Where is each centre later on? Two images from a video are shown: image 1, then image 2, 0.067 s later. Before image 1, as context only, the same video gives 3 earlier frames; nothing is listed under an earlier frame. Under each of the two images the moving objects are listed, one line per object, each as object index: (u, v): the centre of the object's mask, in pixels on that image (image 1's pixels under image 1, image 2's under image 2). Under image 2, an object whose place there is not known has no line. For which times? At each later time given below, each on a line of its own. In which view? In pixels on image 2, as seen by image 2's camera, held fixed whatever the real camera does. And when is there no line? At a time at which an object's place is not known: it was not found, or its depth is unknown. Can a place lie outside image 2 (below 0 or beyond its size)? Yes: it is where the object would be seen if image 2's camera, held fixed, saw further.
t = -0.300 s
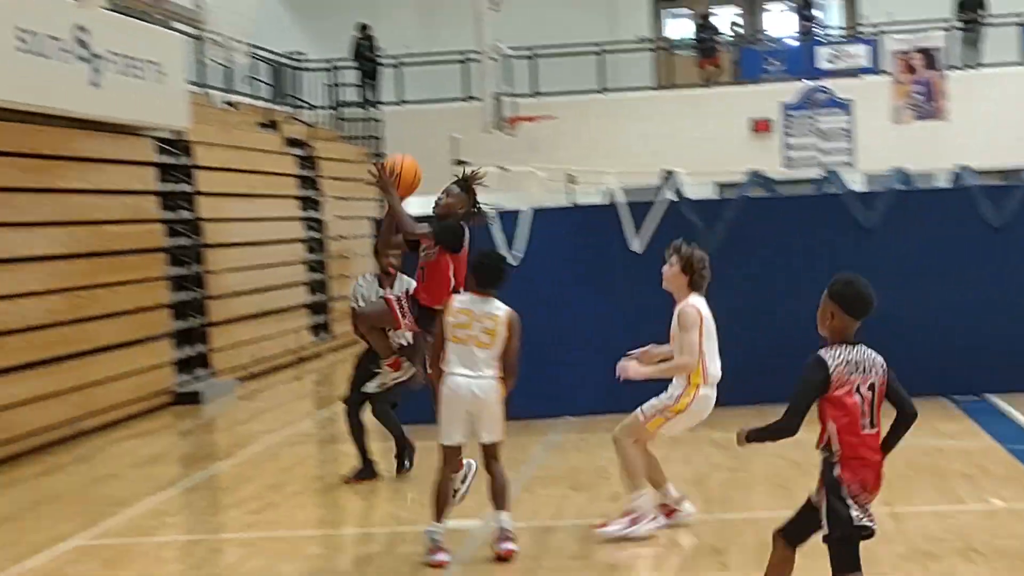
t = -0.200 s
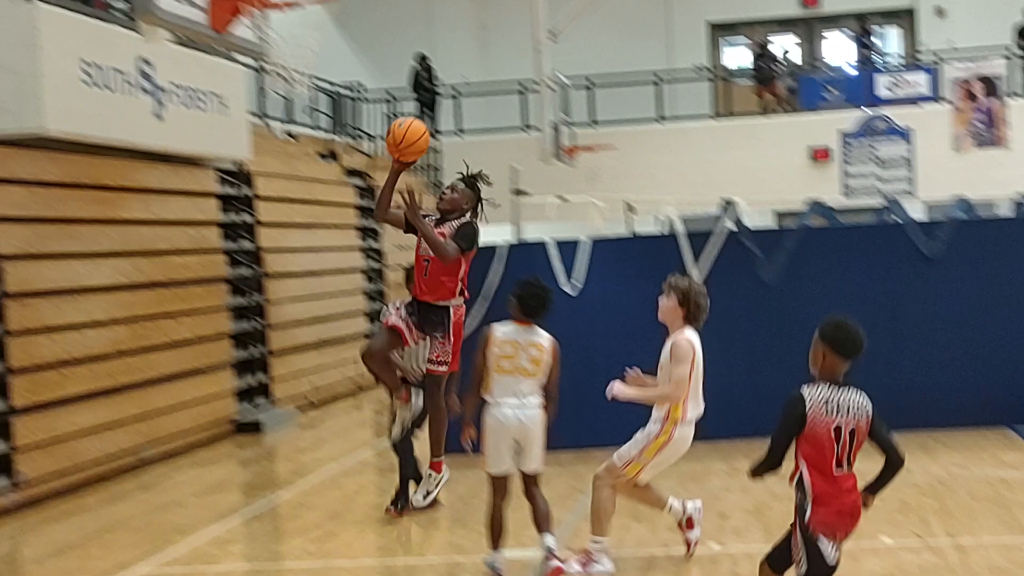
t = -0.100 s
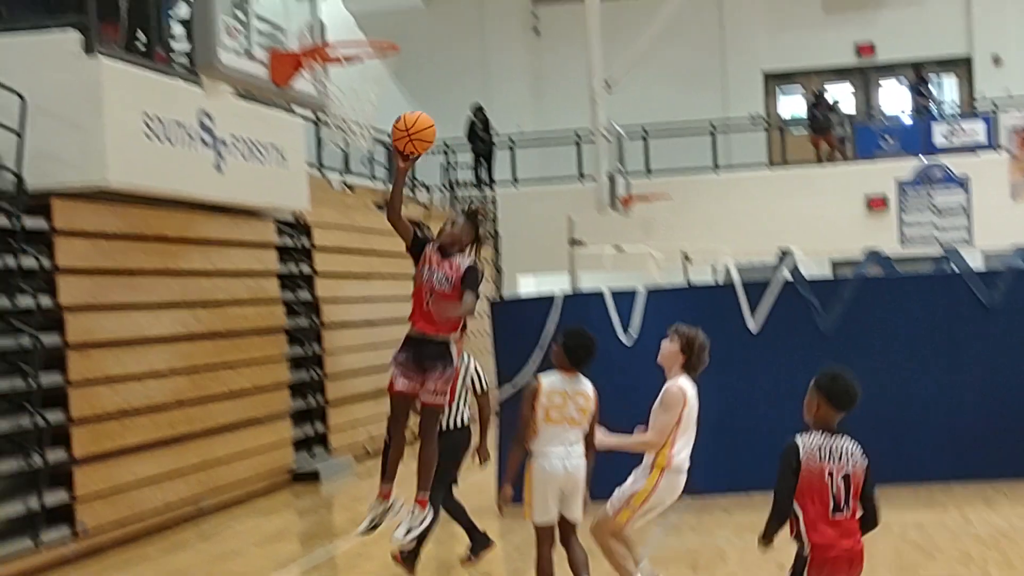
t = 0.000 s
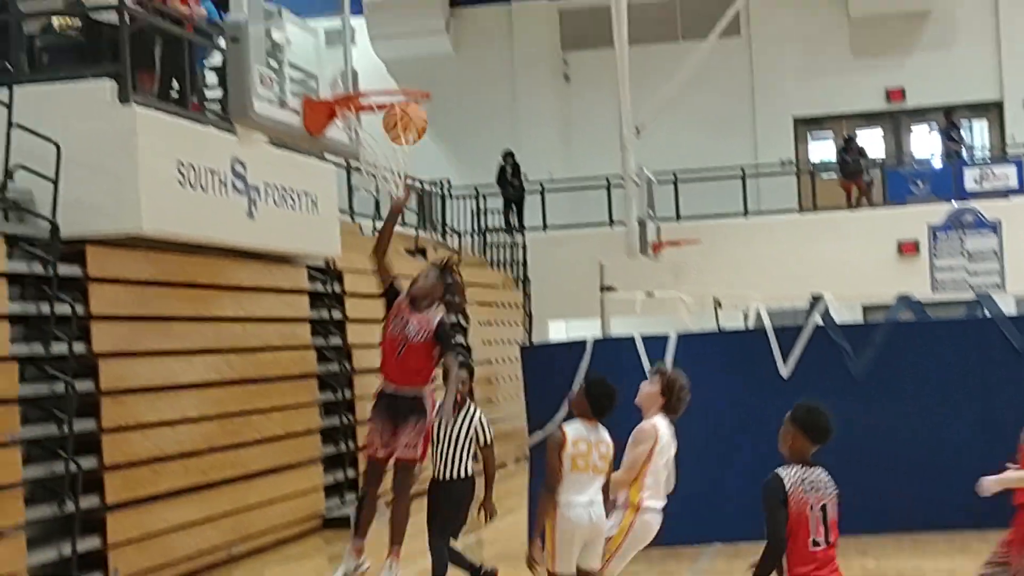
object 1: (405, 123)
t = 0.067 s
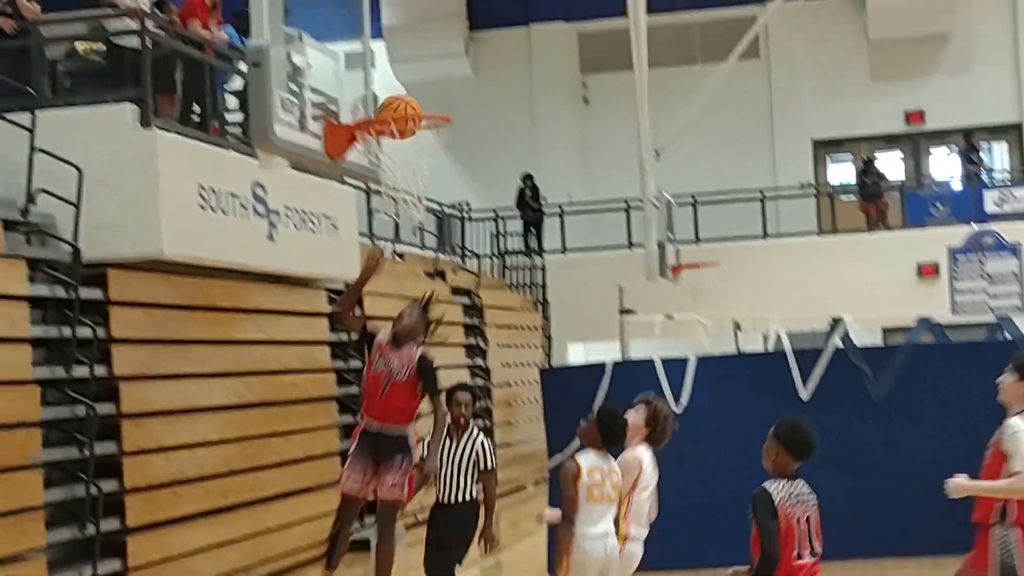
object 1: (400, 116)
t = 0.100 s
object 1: (386, 105)
